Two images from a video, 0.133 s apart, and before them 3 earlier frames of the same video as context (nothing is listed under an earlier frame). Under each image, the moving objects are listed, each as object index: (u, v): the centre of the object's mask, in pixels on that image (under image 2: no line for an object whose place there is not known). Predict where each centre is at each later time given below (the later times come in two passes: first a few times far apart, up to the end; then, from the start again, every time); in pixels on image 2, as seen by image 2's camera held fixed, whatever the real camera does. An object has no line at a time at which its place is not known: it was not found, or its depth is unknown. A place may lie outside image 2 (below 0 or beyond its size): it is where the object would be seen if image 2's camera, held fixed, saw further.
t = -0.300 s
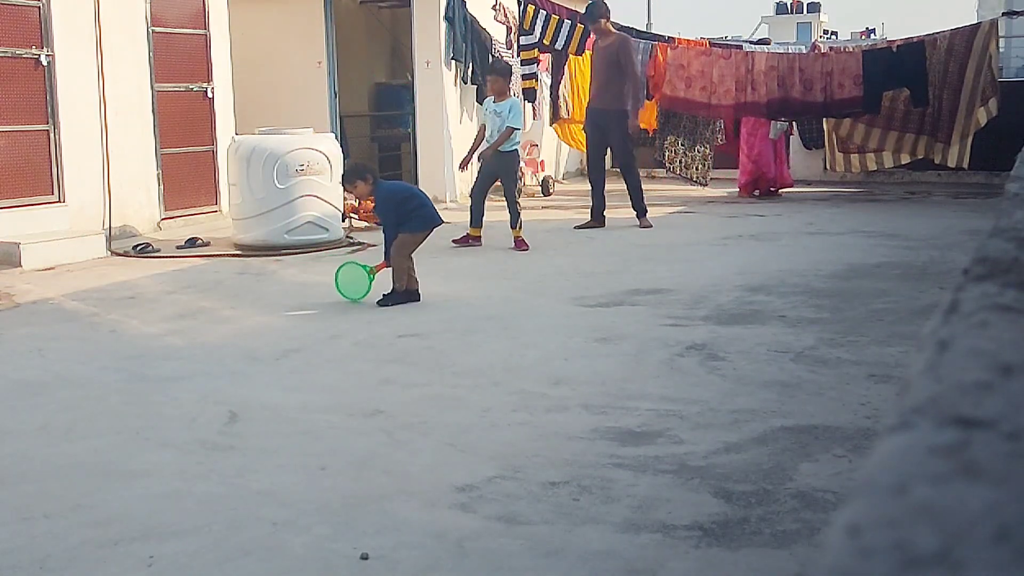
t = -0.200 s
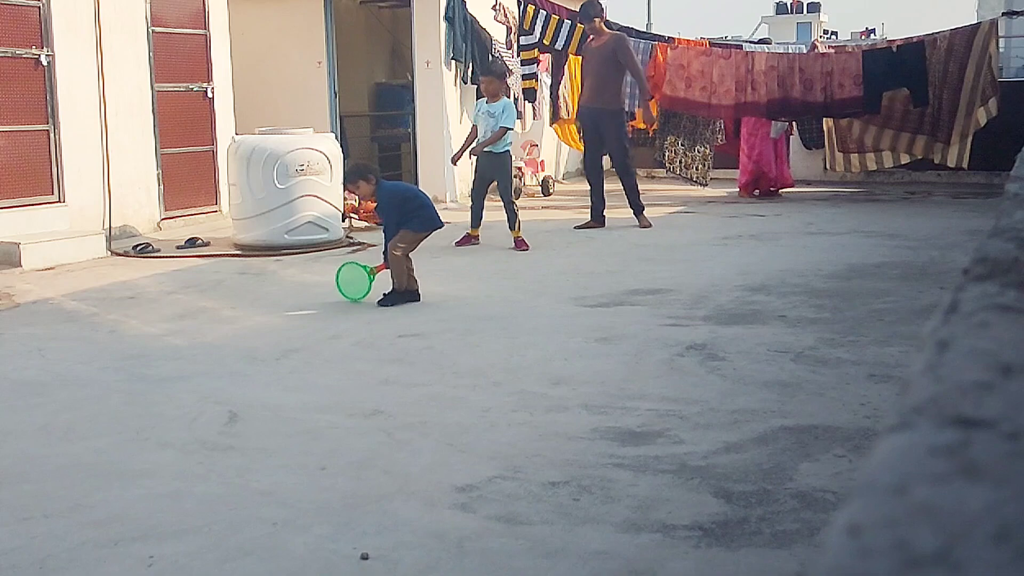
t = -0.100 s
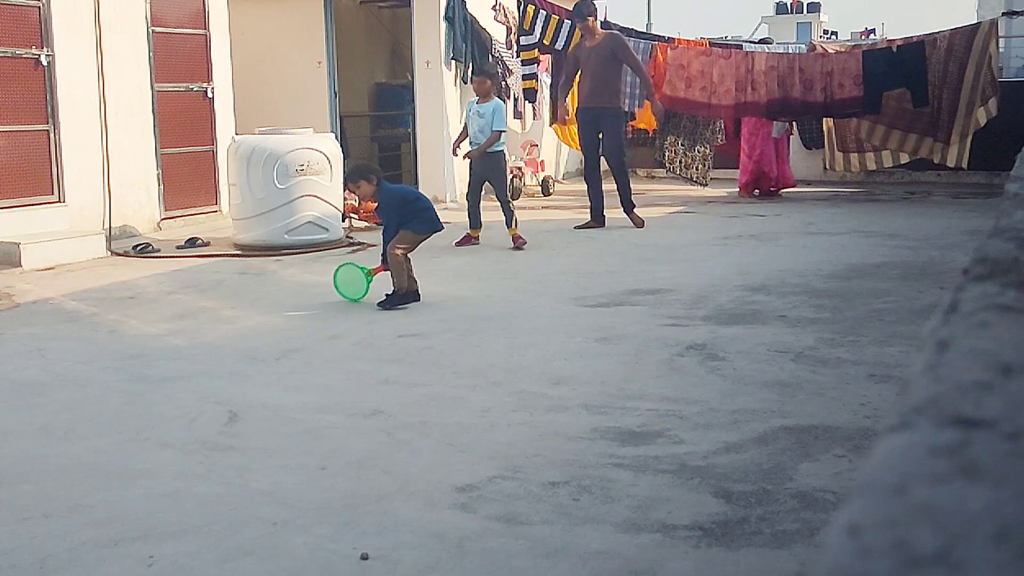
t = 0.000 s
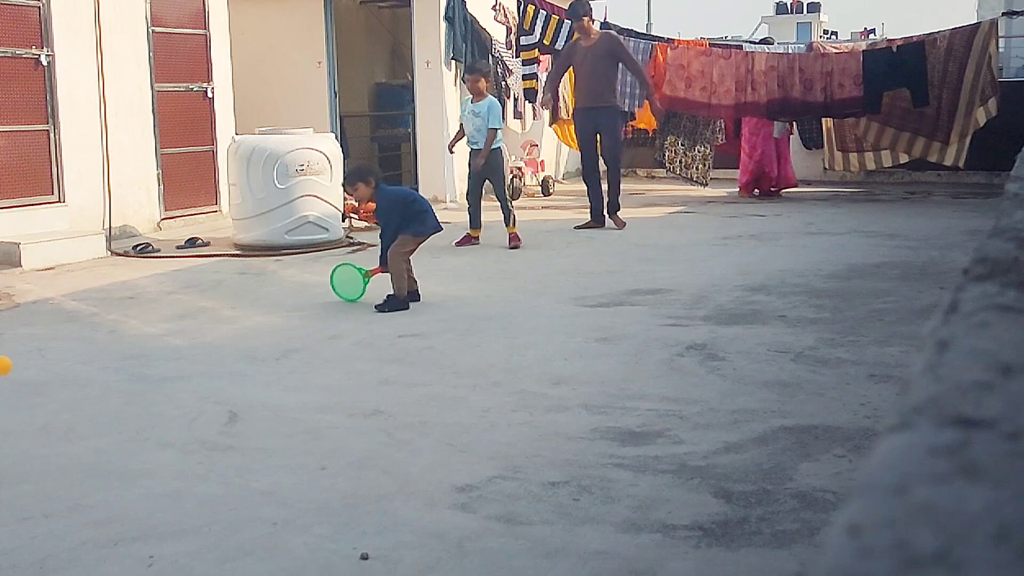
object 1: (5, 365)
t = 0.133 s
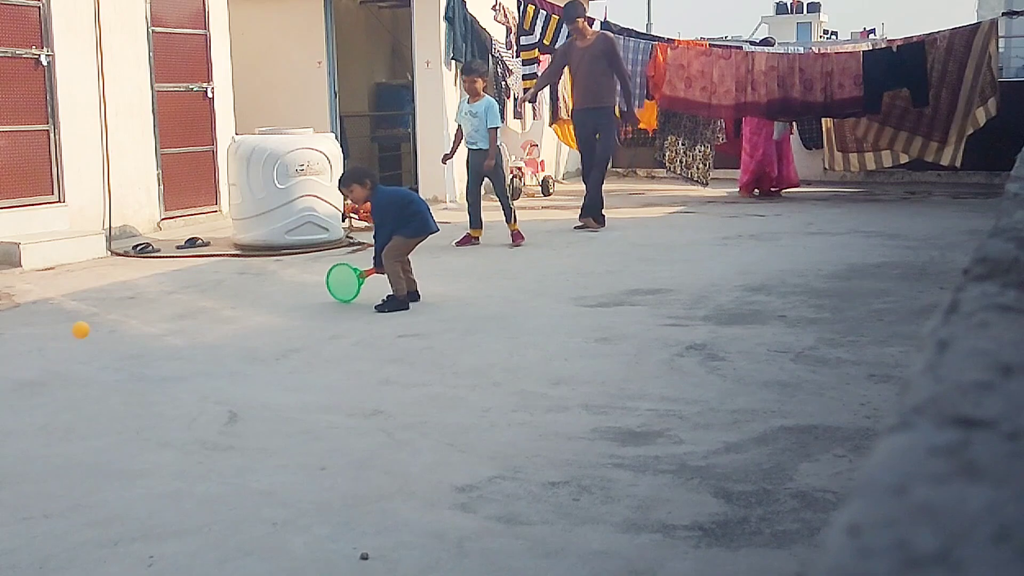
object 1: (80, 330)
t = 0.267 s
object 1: (147, 308)
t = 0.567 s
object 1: (253, 288)
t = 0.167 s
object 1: (99, 320)
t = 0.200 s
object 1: (115, 313)
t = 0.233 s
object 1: (131, 308)
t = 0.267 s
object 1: (147, 308)
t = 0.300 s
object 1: (162, 310)
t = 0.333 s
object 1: (177, 315)
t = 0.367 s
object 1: (190, 321)
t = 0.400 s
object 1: (204, 326)
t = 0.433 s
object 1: (214, 313)
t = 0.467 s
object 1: (224, 303)
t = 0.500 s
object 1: (234, 295)
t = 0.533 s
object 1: (243, 291)
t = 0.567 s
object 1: (253, 288)
